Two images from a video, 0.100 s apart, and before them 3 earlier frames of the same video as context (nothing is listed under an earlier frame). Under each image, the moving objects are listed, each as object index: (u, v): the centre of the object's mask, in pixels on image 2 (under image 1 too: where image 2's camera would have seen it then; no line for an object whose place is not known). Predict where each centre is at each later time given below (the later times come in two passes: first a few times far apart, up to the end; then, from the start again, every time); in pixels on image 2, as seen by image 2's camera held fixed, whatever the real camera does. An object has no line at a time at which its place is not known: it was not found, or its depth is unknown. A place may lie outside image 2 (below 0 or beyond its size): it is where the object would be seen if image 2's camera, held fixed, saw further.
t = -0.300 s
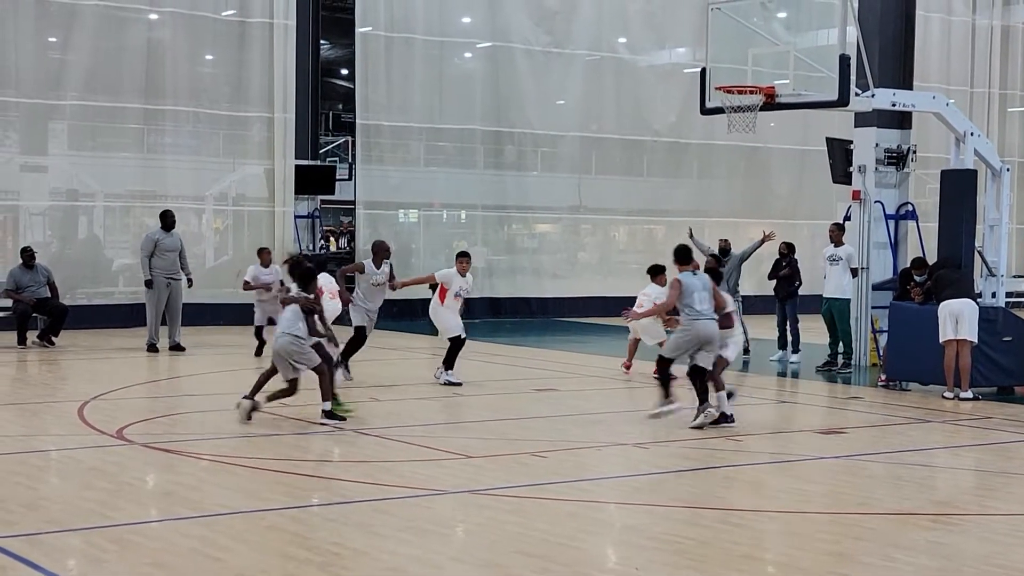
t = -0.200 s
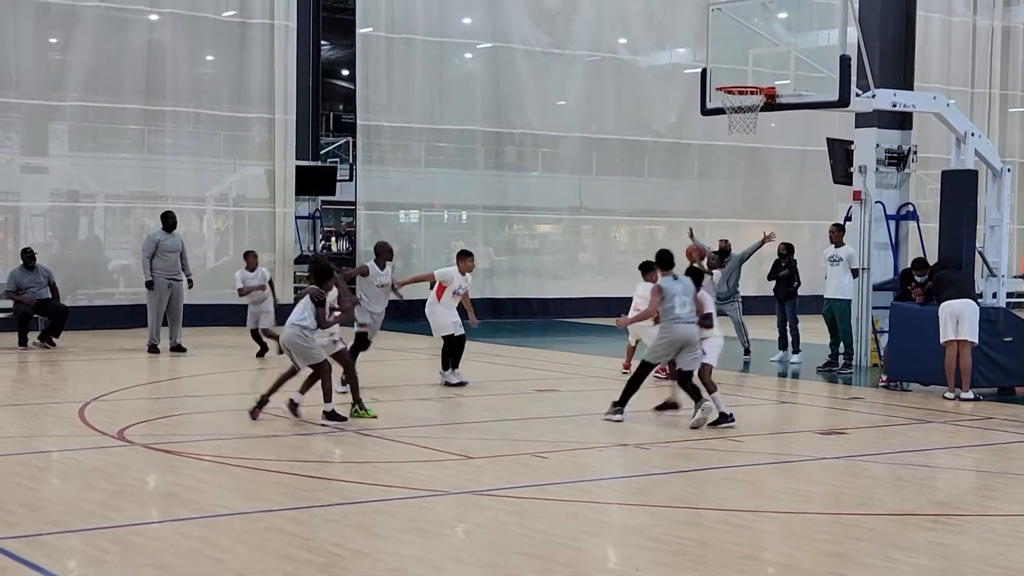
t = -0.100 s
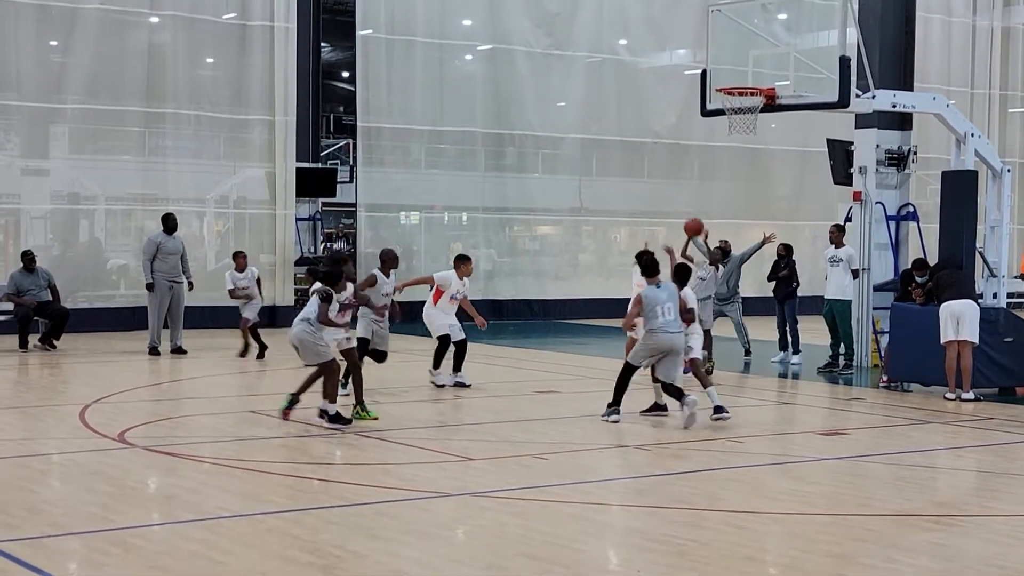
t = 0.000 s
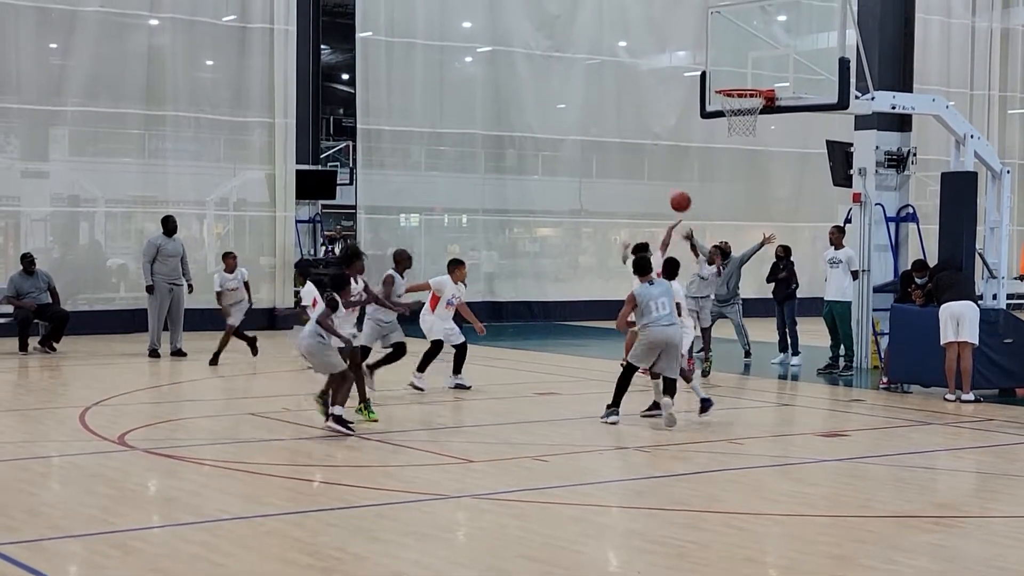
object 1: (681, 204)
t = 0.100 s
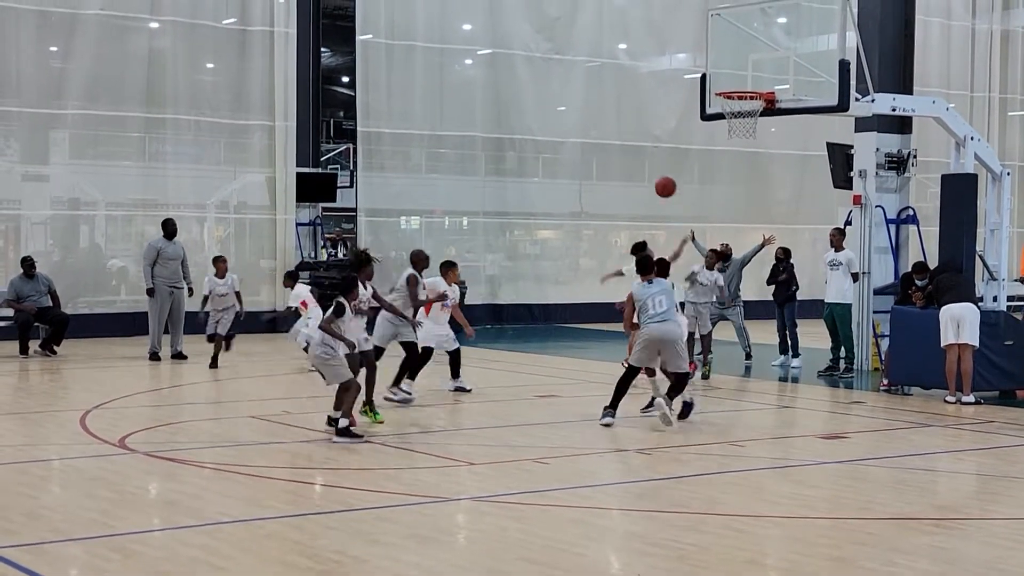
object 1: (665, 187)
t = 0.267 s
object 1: (637, 176)
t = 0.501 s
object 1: (594, 204)
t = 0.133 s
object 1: (660, 183)
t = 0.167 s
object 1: (654, 180)
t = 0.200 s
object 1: (649, 177)
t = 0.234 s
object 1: (643, 176)
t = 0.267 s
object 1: (637, 176)
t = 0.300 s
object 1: (632, 176)
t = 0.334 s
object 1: (626, 178)
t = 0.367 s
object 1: (620, 181)
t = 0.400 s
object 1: (614, 185)
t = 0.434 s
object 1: (607, 190)
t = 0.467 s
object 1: (601, 196)
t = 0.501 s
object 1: (594, 204)
